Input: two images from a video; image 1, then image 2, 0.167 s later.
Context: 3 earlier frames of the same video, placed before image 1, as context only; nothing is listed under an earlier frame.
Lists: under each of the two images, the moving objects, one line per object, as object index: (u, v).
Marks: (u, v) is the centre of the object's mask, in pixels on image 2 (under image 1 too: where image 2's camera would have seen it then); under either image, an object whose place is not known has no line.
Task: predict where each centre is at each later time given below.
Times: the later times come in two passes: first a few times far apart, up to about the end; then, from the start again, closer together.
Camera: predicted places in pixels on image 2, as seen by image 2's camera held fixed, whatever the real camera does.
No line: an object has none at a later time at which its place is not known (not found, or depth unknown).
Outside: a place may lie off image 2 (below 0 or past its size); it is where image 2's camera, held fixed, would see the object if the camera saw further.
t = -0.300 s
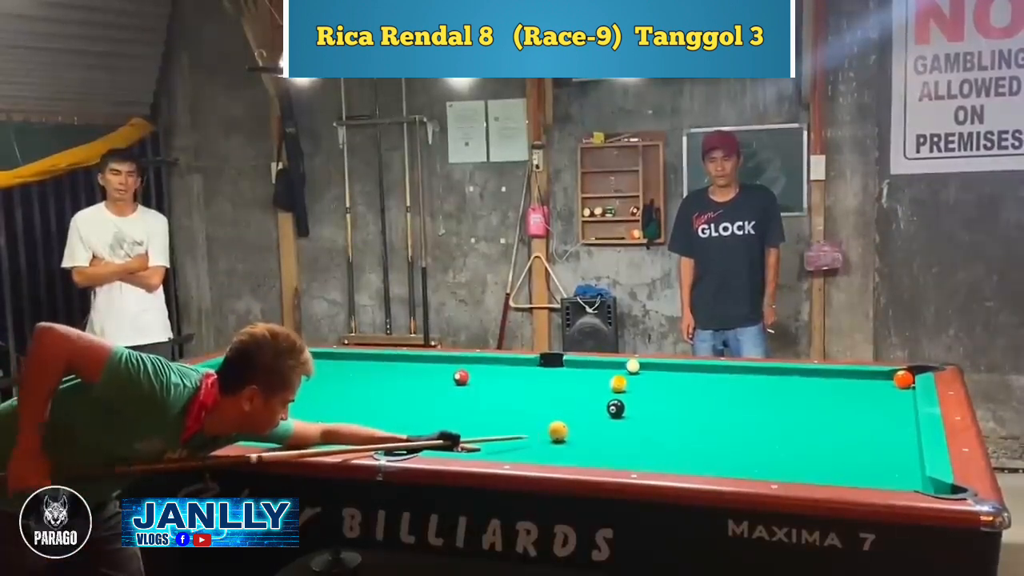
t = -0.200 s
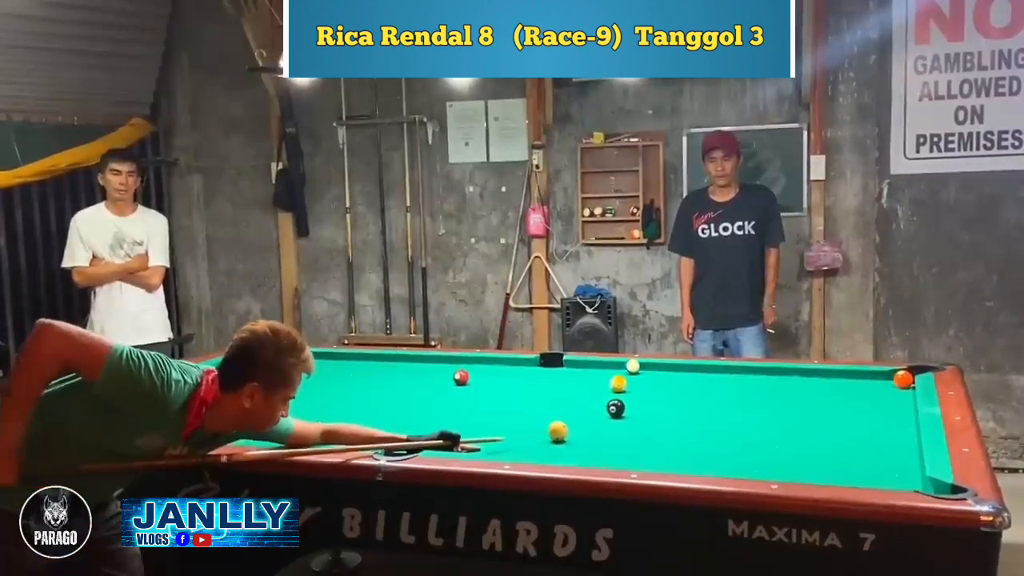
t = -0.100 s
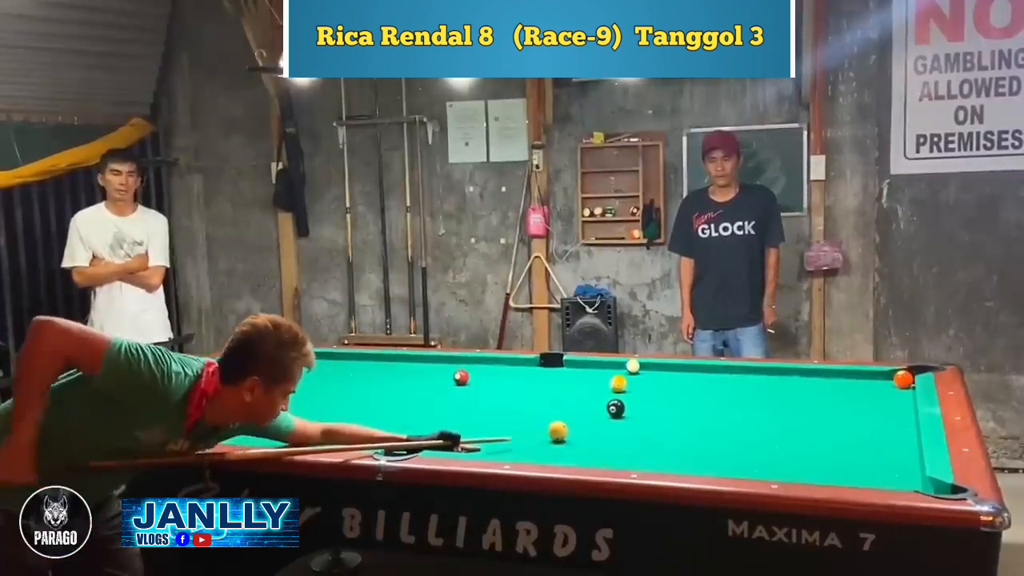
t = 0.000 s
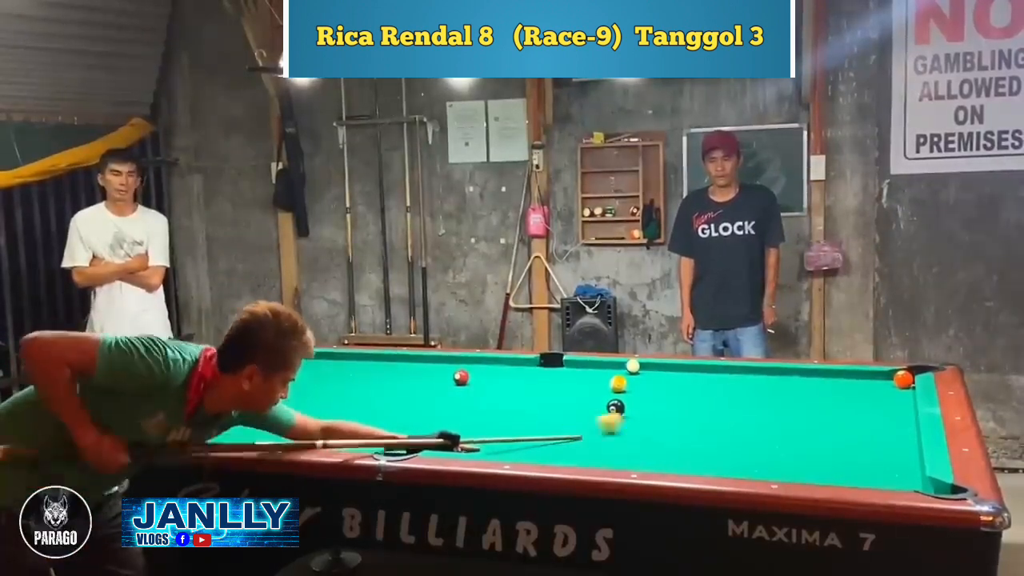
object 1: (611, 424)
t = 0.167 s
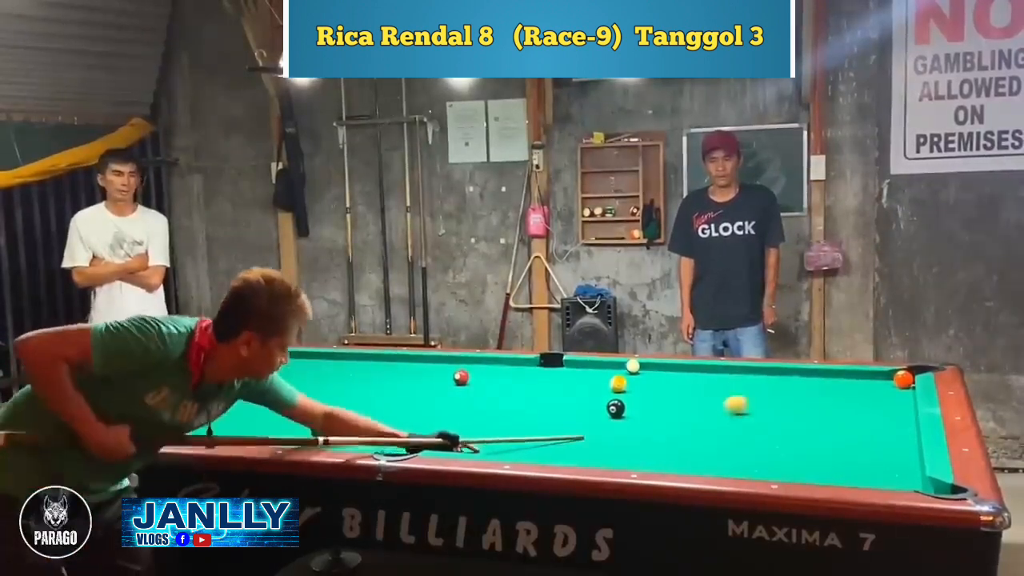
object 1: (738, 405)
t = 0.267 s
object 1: (795, 397)
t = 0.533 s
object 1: (905, 383)
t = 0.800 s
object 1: (875, 387)
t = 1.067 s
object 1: (848, 389)
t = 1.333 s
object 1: (822, 391)
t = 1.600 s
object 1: (798, 393)
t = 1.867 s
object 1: (776, 395)
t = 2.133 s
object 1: (755, 397)
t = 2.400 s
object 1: (736, 398)
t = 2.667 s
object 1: (718, 400)
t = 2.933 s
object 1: (702, 401)
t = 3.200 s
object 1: (688, 402)
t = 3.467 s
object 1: (676, 403)
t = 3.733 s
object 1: (665, 404)
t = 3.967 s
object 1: (658, 404)
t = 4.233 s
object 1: (651, 405)
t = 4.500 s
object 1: (647, 405)
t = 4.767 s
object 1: (644, 405)
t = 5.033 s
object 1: (643, 405)
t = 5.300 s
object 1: (643, 405)
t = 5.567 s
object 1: (643, 406)
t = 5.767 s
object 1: (643, 406)
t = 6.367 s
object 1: (639, 406)
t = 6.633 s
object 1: (643, 406)
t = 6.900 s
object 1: (643, 406)
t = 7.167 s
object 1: (643, 405)
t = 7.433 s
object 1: (643, 406)
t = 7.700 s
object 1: (643, 405)
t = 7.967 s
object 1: (643, 405)
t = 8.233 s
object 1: (643, 405)
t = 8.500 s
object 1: (643, 405)
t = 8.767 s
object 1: (643, 405)
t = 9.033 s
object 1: (643, 405)
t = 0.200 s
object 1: (757, 402)
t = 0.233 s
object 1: (777, 399)
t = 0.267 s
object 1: (795, 397)
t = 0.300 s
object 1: (814, 394)
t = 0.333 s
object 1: (830, 392)
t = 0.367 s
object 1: (846, 390)
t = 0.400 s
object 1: (861, 388)
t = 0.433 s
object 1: (874, 386)
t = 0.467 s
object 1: (886, 384)
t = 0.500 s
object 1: (898, 383)
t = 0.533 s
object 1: (905, 383)
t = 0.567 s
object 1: (901, 384)
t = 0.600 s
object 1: (897, 385)
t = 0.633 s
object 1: (893, 385)
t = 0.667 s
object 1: (889, 385)
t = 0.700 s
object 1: (886, 386)
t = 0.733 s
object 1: (882, 386)
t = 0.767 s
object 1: (879, 386)
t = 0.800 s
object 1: (875, 387)
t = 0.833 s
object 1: (871, 387)
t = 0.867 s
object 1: (868, 387)
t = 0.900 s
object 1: (865, 388)
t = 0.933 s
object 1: (861, 388)
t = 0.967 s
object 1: (858, 388)
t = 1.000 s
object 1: (855, 388)
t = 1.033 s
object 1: (852, 388)
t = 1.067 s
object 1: (848, 389)
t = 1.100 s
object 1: (845, 389)
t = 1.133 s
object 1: (841, 389)
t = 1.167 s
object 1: (838, 389)
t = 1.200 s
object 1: (835, 390)
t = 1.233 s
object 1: (832, 391)
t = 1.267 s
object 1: (829, 390)
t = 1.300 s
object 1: (825, 391)
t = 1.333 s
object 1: (822, 391)
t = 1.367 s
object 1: (819, 391)
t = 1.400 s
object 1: (816, 392)
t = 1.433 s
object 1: (813, 392)
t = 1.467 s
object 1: (810, 392)
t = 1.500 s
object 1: (807, 393)
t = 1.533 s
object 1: (804, 393)
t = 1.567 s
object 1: (801, 393)
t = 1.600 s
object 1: (798, 393)
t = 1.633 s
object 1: (795, 393)
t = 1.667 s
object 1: (792, 394)
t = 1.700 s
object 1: (790, 394)
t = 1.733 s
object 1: (787, 394)
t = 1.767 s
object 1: (784, 394)
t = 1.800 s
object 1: (782, 394)
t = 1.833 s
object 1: (779, 395)
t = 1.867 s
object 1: (776, 395)
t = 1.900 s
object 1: (773, 395)
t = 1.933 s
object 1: (771, 395)
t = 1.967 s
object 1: (768, 396)
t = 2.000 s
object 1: (765, 396)
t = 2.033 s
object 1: (762, 396)
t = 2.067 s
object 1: (760, 396)
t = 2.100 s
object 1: (758, 397)
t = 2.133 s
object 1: (755, 397)
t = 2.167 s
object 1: (752, 397)
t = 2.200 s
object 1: (750, 397)
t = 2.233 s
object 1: (747, 398)
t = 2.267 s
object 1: (745, 398)
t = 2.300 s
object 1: (743, 398)
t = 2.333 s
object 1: (741, 398)
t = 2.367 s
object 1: (738, 398)
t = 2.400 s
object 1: (736, 398)
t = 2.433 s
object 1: (733, 399)
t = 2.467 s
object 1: (731, 399)
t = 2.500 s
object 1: (729, 399)
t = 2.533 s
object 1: (726, 399)
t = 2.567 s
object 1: (725, 399)
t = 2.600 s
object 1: (722, 399)
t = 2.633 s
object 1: (720, 400)
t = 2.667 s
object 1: (718, 400)
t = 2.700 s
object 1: (716, 400)
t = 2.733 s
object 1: (714, 400)
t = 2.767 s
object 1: (712, 400)
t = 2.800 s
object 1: (710, 400)
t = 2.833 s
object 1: (708, 401)
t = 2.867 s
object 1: (707, 401)
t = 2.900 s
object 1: (704, 401)
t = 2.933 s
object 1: (702, 401)
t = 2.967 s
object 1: (701, 401)
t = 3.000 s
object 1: (699, 401)
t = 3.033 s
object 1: (697, 401)
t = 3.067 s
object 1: (695, 402)
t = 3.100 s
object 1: (693, 402)
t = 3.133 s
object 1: (691, 402)
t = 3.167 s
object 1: (690, 402)
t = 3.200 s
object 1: (688, 402)
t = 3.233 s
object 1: (687, 402)
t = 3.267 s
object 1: (685, 403)
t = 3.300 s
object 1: (684, 403)
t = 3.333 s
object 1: (682, 403)
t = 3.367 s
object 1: (680, 403)
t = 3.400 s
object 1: (679, 403)
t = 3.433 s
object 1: (677, 403)
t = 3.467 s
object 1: (676, 403)
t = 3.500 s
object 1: (674, 403)
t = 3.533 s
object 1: (673, 403)
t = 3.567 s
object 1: (672, 403)
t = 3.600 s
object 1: (671, 404)
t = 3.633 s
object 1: (669, 404)
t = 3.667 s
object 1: (668, 404)
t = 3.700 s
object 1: (667, 404)
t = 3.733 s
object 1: (665, 404)
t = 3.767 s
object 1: (664, 404)
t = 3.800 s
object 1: (663, 404)
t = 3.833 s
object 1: (662, 404)
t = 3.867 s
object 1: (661, 404)
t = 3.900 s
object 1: (660, 404)
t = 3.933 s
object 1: (659, 404)
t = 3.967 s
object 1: (658, 404)
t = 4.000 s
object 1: (657, 405)
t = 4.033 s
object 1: (656, 405)
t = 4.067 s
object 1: (656, 405)
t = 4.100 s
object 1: (654, 405)
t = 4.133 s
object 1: (654, 405)
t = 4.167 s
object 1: (653, 405)
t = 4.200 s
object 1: (652, 405)
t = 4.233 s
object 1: (651, 405)
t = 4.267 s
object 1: (650, 405)
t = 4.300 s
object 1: (650, 405)
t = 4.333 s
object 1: (649, 405)
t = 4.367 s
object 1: (649, 405)
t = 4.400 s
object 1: (648, 405)
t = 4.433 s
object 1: (647, 405)
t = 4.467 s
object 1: (647, 405)
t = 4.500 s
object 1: (647, 405)
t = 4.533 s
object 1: (646, 405)
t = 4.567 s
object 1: (646, 405)
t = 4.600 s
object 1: (645, 405)
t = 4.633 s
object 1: (645, 405)
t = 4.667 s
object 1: (644, 405)
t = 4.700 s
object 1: (644, 405)
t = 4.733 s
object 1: (644, 405)
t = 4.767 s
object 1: (644, 405)
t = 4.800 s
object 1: (644, 405)
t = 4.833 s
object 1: (644, 405)
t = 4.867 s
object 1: (644, 405)
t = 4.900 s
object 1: (643, 405)
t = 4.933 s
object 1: (643, 405)
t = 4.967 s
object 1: (643, 405)
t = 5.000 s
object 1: (643, 405)
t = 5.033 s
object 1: (643, 405)
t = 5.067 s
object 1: (643, 405)
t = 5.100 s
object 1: (643, 405)
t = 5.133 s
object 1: (643, 405)
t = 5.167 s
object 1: (643, 405)
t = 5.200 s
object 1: (643, 405)
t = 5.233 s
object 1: (643, 405)
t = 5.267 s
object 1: (643, 405)
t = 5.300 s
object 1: (643, 405)
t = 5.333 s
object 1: (643, 405)
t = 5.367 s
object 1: (643, 405)
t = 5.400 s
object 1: (643, 405)
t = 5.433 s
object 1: (643, 405)
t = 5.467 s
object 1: (643, 405)
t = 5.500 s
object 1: (643, 406)
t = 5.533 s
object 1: (643, 406)
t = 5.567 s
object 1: (643, 406)
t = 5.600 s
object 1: (643, 405)
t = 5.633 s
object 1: (643, 405)
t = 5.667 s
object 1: (643, 405)
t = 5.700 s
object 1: (643, 406)
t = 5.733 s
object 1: (643, 405)
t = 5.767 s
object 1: (643, 406)
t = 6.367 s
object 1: (639, 406)
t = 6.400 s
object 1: (644, 405)
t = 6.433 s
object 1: (643, 405)
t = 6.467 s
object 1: (643, 405)
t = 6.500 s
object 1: (643, 405)
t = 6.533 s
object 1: (643, 406)
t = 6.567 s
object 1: (643, 406)
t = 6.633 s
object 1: (643, 406)
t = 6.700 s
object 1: (643, 406)
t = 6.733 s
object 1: (643, 406)
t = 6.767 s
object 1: (643, 406)
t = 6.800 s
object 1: (643, 405)
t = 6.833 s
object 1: (643, 405)
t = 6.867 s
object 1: (643, 406)
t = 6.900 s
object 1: (643, 406)
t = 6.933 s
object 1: (643, 405)
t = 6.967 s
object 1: (643, 405)
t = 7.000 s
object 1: (643, 405)
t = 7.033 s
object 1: (643, 405)
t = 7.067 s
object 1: (643, 406)
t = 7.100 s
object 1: (643, 405)
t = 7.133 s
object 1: (643, 406)
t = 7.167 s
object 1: (643, 405)
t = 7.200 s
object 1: (643, 405)
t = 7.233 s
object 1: (643, 405)
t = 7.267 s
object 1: (643, 406)
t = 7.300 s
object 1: (643, 405)
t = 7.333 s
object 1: (643, 405)
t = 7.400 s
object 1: (643, 406)
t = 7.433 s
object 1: (643, 406)
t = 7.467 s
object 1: (643, 406)
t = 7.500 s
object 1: (643, 405)
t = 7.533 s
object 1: (643, 405)
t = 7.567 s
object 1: (643, 405)
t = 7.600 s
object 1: (643, 405)
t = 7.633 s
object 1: (643, 405)
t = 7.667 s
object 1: (643, 405)
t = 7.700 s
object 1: (643, 405)
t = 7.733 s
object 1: (643, 405)
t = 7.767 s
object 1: (643, 405)
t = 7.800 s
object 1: (643, 405)
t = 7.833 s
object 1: (643, 405)
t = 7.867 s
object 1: (643, 405)
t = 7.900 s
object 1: (643, 405)
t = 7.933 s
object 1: (643, 405)
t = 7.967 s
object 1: (643, 405)
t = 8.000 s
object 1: (643, 405)
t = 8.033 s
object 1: (643, 405)
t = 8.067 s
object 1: (643, 405)
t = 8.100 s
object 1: (643, 405)
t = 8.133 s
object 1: (643, 405)
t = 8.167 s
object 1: (643, 405)
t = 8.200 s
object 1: (643, 405)
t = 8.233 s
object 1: (643, 405)
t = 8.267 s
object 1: (643, 405)
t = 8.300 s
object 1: (643, 405)
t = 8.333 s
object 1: (643, 405)
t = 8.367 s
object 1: (643, 405)
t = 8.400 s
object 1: (643, 405)
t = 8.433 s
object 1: (643, 405)
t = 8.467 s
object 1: (643, 405)
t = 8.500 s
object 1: (643, 405)
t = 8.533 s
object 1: (643, 405)
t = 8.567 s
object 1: (643, 405)
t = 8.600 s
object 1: (643, 405)
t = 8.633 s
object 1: (643, 405)
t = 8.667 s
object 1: (643, 405)
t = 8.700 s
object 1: (643, 405)
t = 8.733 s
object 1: (643, 405)
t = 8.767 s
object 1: (643, 405)
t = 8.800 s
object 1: (643, 405)
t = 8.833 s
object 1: (643, 405)
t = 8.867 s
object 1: (643, 405)
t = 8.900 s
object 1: (643, 405)
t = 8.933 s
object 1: (643, 405)
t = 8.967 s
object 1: (643, 405)
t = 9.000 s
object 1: (643, 405)
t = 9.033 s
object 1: (643, 405)
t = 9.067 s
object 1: (643, 405)
